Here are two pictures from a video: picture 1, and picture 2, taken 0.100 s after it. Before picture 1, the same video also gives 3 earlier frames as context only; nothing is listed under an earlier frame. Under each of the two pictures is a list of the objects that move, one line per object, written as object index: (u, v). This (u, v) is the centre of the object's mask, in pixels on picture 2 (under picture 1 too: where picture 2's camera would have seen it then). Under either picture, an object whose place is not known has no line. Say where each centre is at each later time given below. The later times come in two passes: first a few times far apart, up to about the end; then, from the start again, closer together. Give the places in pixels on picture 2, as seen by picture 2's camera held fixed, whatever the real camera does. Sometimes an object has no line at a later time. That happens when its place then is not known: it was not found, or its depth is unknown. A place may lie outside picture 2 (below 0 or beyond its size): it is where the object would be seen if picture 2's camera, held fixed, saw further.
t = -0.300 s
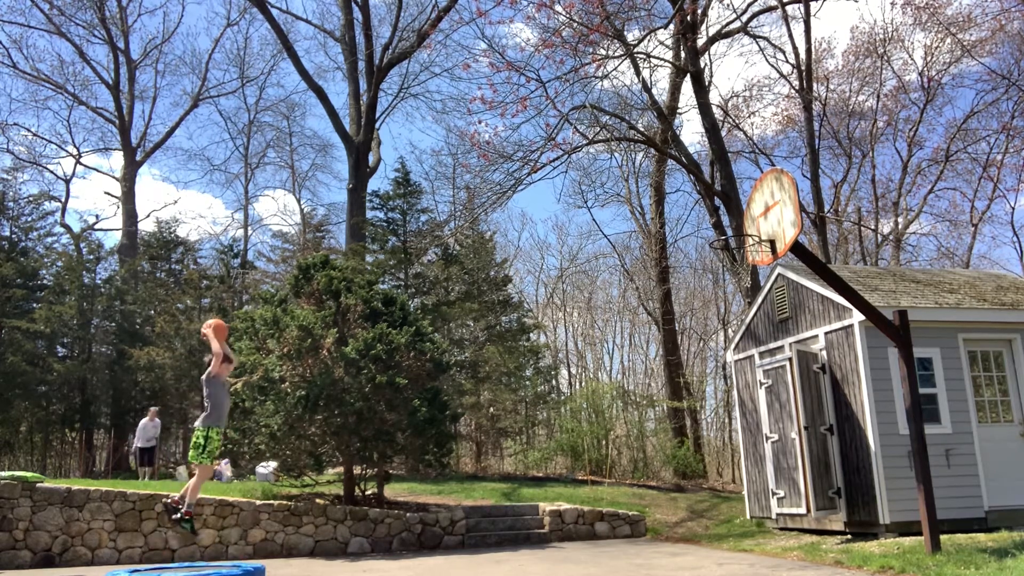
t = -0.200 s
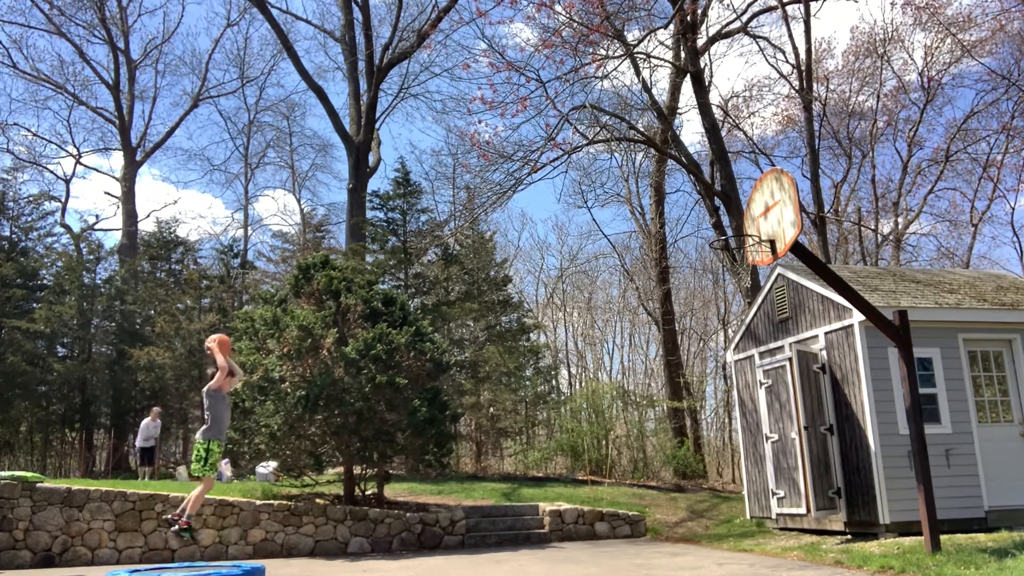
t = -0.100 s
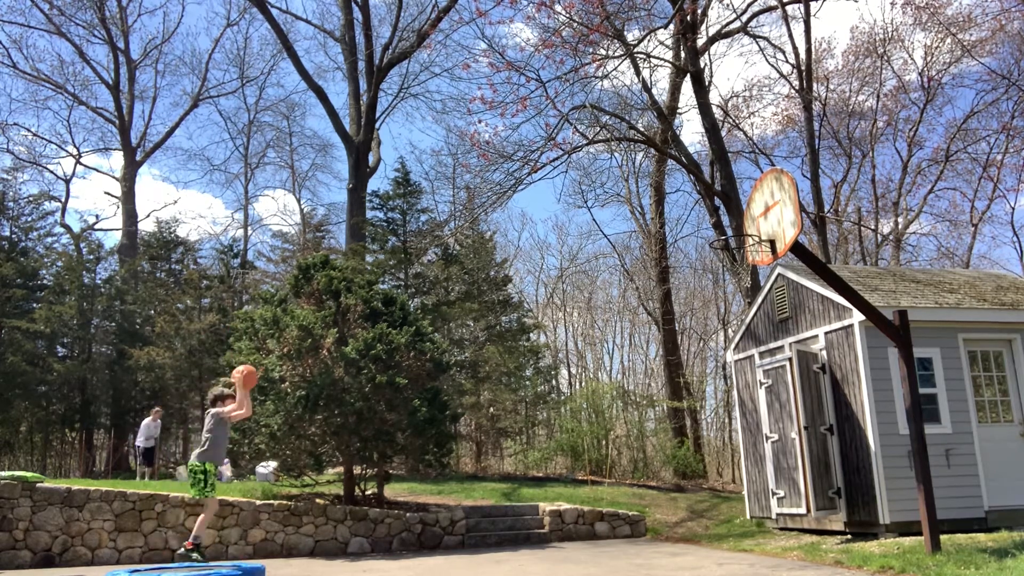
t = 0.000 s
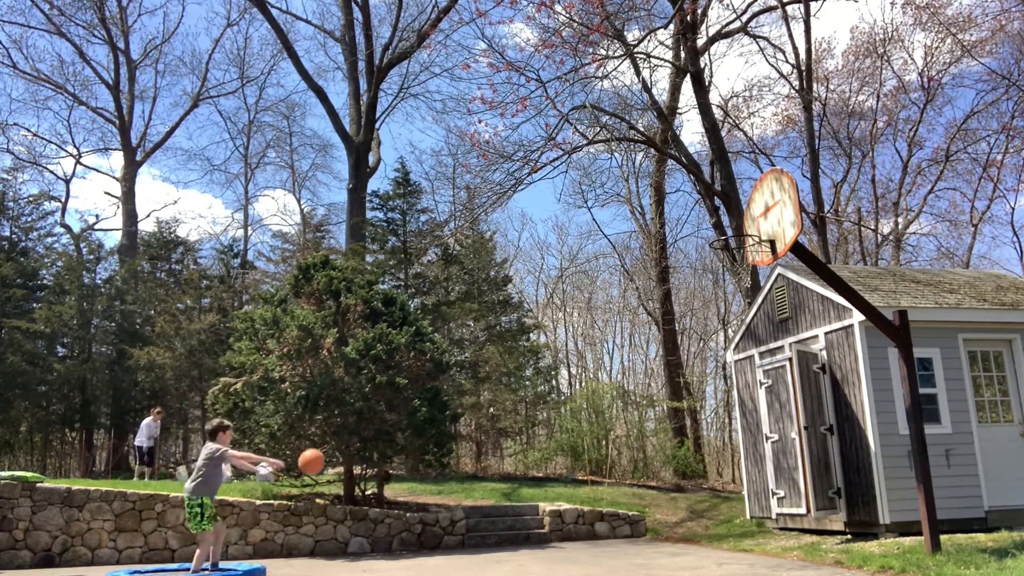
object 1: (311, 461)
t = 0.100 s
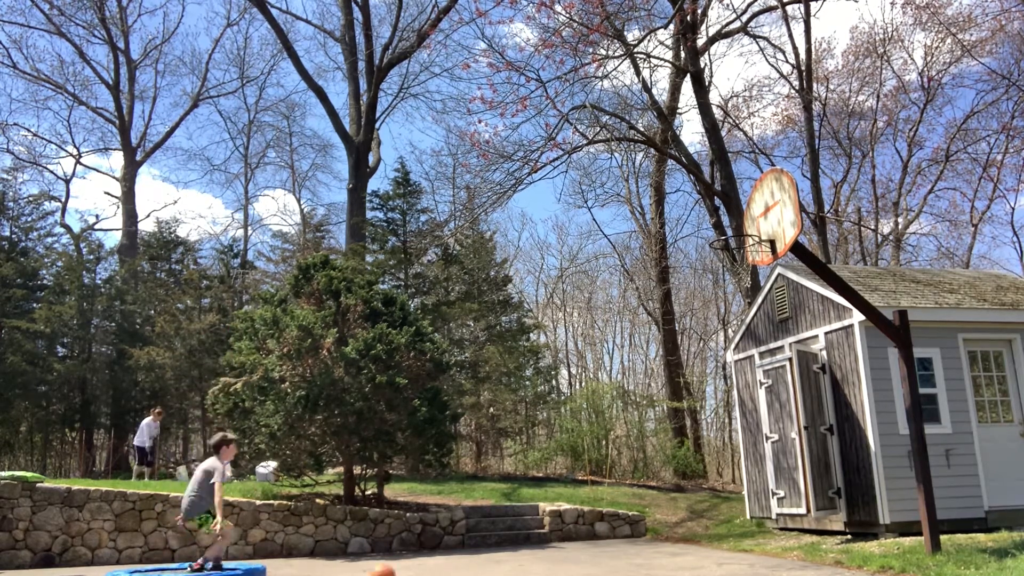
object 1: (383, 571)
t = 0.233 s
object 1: (435, 453)
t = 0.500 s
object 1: (525, 276)
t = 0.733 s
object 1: (598, 199)
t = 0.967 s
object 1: (671, 179)
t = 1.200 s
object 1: (746, 211)
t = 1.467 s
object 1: (725, 259)
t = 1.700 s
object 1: (742, 294)
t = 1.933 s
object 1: (766, 372)
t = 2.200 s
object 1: (800, 525)
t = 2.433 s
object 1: (816, 457)
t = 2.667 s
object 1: (833, 388)
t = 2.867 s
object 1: (852, 376)
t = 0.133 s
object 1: (396, 552)
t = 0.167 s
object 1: (409, 517)
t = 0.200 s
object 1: (422, 482)
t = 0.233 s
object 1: (435, 453)
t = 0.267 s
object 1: (447, 424)
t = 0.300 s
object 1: (459, 398)
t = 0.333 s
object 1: (470, 374)
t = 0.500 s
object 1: (525, 276)
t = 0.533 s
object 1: (536, 262)
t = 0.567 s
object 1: (546, 248)
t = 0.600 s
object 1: (557, 236)
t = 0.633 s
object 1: (567, 225)
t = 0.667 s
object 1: (578, 215)
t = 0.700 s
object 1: (588, 207)
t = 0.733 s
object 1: (598, 199)
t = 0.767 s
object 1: (608, 194)
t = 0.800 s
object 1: (620, 189)
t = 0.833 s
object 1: (629, 185)
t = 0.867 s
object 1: (640, 182)
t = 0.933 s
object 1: (660, 179)
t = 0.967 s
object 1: (671, 179)
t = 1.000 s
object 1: (682, 181)
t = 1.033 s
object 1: (693, 183)
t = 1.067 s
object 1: (703, 187)
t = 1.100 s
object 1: (714, 191)
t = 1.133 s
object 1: (725, 197)
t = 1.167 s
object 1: (736, 203)
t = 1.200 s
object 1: (746, 211)
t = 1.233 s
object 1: (759, 220)
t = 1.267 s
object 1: (759, 225)
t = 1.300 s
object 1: (751, 227)
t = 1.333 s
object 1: (743, 233)
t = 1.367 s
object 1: (734, 238)
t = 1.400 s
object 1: (729, 245)
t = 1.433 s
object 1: (726, 252)
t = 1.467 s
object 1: (725, 259)
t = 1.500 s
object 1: (728, 265)
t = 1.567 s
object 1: (733, 272)
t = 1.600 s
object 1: (734, 277)
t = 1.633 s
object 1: (737, 282)
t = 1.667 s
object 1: (740, 287)
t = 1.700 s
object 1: (742, 294)
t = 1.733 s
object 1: (745, 302)
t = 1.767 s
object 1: (749, 311)
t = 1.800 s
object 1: (752, 322)
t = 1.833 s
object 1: (755, 332)
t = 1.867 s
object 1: (758, 343)
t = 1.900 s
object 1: (762, 357)
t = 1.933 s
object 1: (766, 372)
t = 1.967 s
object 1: (769, 386)
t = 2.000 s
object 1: (773, 403)
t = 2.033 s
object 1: (778, 420)
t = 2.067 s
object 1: (782, 440)
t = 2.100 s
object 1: (786, 459)
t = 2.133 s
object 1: (790, 479)
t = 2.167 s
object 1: (795, 502)
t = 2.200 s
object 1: (800, 525)
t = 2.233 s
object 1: (805, 550)
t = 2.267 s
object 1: (808, 546)
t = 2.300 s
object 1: (808, 525)
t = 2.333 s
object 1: (810, 506)
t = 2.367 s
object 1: (812, 488)
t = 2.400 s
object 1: (814, 472)
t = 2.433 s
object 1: (816, 457)
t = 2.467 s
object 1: (818, 444)
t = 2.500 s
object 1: (820, 431)
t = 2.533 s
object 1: (822, 420)
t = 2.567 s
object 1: (825, 411)
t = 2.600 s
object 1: (827, 402)
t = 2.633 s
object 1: (830, 394)
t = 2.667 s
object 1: (833, 388)
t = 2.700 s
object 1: (835, 384)
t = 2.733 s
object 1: (839, 381)
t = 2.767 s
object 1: (842, 377)
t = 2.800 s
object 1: (846, 376)
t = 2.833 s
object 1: (849, 376)
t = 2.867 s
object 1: (852, 376)
